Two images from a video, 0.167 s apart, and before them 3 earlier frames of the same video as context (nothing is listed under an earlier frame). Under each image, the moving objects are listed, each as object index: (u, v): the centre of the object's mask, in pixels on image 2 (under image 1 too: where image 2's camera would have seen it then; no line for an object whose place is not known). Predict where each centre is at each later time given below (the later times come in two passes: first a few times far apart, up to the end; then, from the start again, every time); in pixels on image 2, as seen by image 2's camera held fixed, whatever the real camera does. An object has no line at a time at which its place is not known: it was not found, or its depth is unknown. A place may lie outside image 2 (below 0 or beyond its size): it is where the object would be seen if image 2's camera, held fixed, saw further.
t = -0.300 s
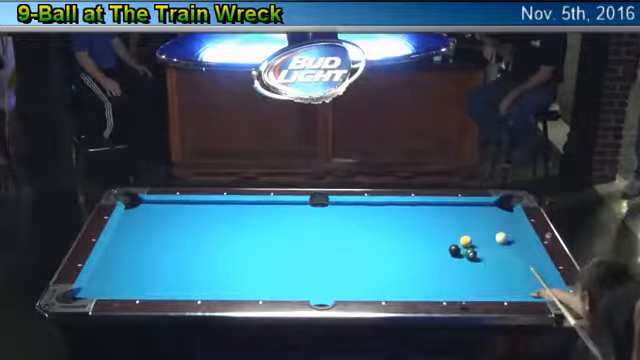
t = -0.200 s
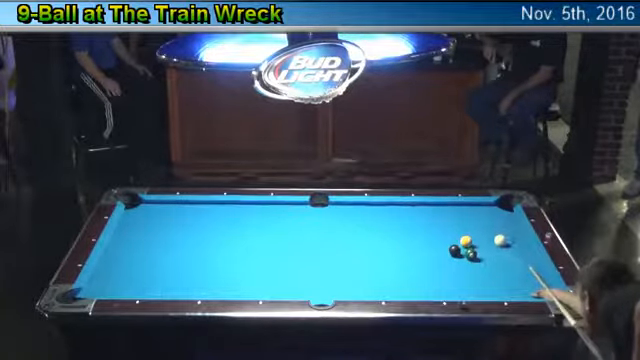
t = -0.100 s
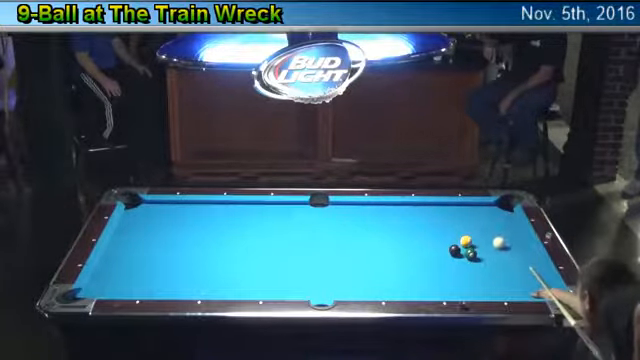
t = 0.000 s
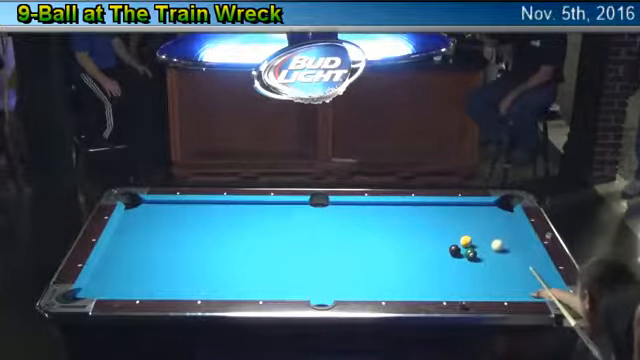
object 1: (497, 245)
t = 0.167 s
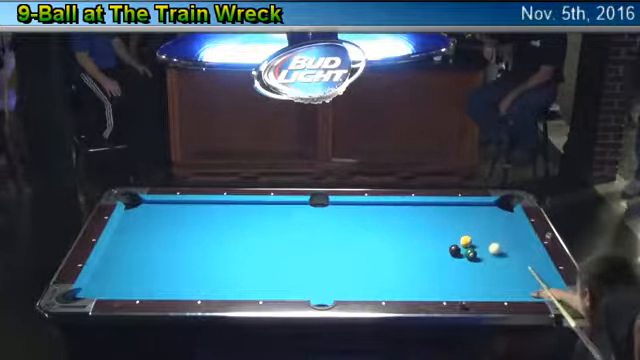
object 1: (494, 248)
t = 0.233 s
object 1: (493, 250)
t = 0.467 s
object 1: (491, 255)
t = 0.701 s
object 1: (488, 260)
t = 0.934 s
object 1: (486, 264)
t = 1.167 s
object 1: (484, 268)
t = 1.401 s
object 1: (482, 271)
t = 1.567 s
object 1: (481, 274)
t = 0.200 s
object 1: (494, 249)
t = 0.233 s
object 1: (493, 250)
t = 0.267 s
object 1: (493, 250)
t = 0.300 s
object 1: (492, 251)
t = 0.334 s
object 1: (492, 252)
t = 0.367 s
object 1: (492, 253)
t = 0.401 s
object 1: (492, 253)
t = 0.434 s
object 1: (492, 254)
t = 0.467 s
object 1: (491, 255)
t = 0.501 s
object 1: (491, 255)
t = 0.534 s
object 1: (490, 256)
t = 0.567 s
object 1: (490, 257)
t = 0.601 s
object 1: (490, 257)
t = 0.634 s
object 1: (489, 258)
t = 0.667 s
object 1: (489, 258)
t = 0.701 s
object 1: (488, 260)
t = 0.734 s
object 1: (488, 261)
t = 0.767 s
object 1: (488, 261)
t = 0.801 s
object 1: (488, 261)
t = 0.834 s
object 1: (487, 262)
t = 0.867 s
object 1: (487, 263)
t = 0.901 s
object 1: (486, 264)
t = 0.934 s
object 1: (486, 264)
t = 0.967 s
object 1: (486, 265)
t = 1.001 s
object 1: (486, 265)
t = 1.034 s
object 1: (485, 266)
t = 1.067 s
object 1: (485, 267)
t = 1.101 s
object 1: (485, 267)
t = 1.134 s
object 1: (484, 268)
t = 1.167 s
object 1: (484, 268)
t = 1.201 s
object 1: (484, 268)
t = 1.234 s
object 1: (483, 269)
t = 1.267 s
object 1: (483, 269)
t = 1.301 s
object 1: (483, 269)
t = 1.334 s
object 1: (482, 270)
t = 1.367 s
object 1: (482, 271)
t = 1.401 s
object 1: (482, 271)
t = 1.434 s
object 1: (482, 272)
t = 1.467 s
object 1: (482, 272)
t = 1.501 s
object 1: (482, 273)
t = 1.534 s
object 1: (482, 273)
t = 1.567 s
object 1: (481, 274)
